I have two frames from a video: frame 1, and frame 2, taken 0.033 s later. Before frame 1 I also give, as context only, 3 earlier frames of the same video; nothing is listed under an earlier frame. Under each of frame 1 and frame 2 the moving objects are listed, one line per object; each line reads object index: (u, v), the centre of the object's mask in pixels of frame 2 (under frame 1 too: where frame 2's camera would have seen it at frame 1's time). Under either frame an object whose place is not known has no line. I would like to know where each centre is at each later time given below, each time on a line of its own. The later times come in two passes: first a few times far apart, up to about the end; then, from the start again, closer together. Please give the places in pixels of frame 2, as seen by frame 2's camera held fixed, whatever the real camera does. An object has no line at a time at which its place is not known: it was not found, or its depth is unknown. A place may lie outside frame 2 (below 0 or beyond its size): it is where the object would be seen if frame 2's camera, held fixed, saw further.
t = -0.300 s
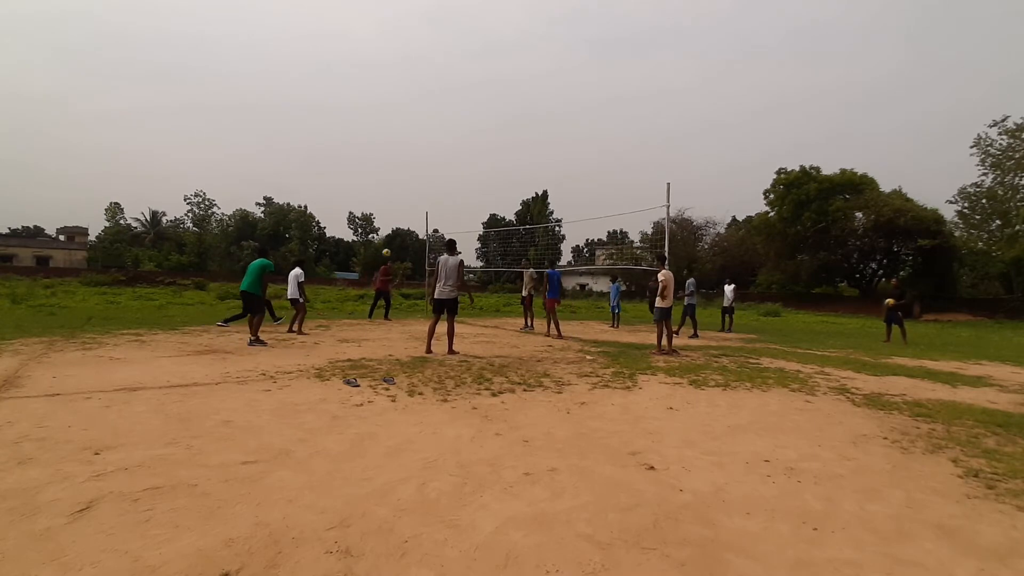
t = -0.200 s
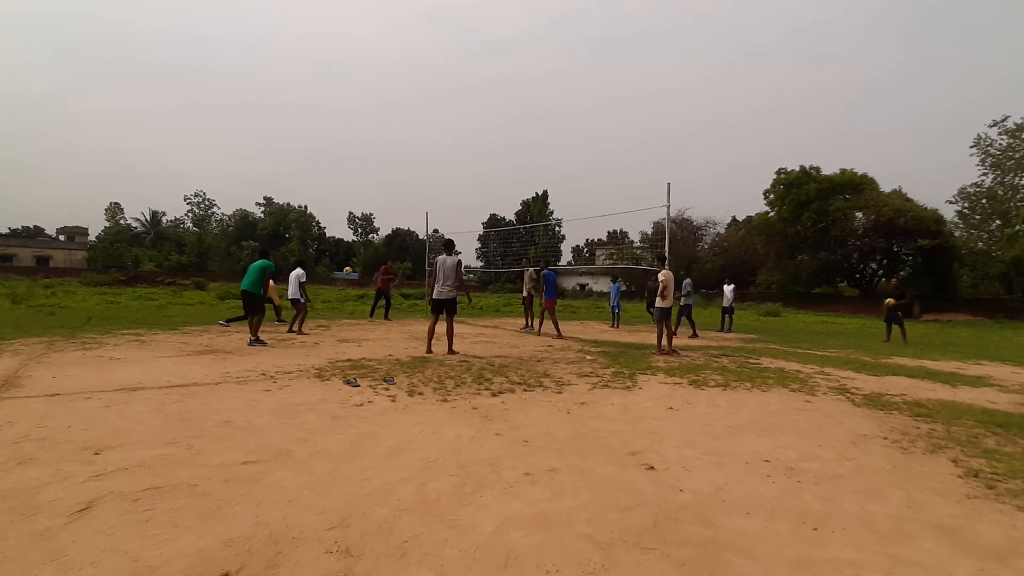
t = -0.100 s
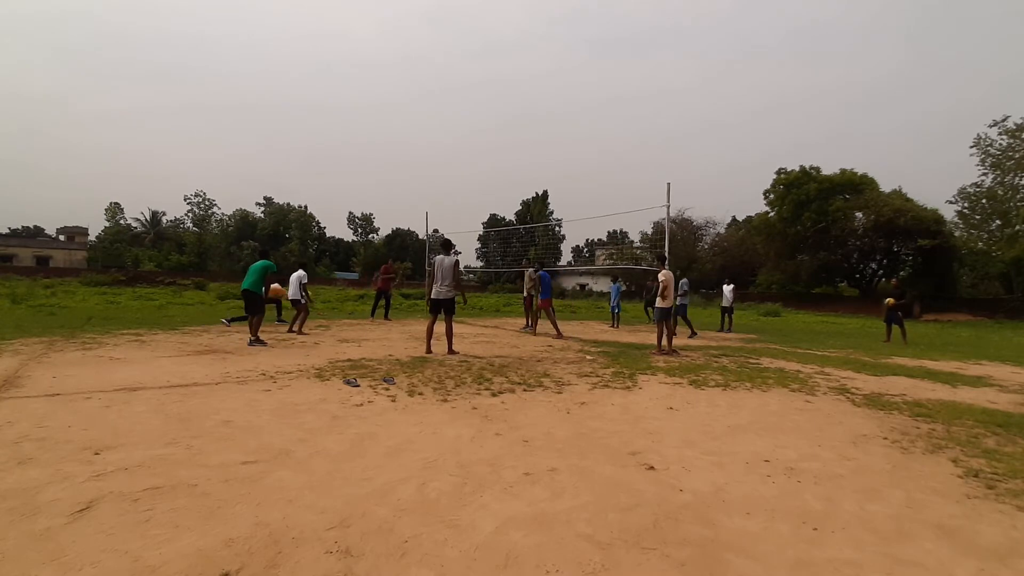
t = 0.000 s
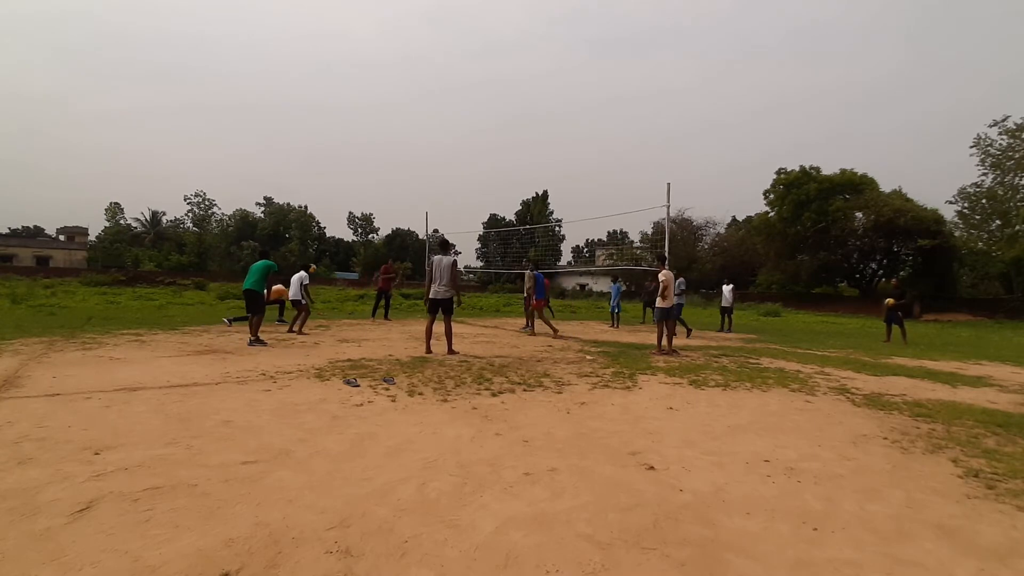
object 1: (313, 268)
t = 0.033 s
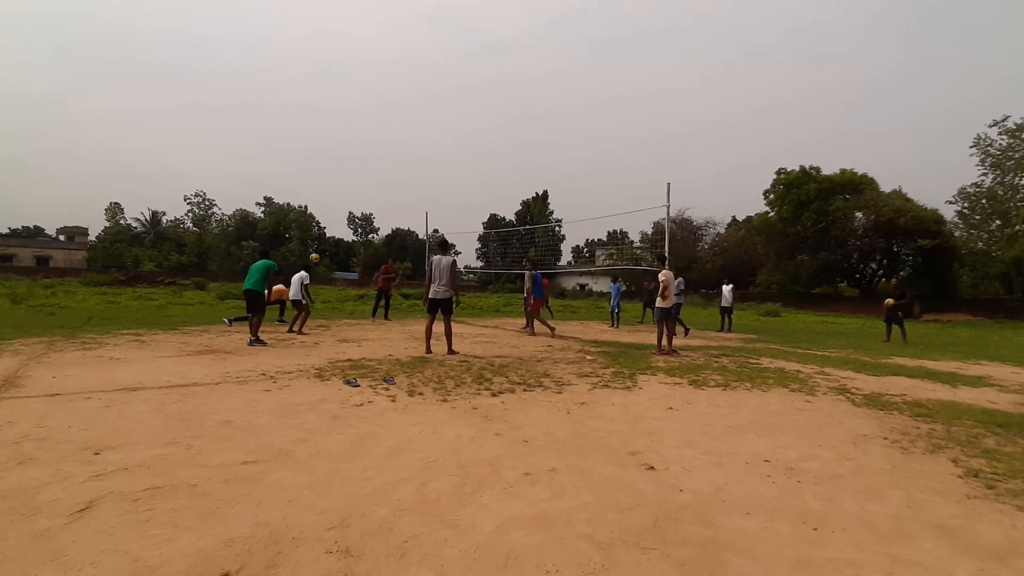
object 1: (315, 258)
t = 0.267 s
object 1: (336, 197)
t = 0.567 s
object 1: (361, 151)
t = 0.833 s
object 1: (383, 142)
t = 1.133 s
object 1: (409, 170)
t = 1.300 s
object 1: (423, 205)
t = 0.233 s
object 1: (333, 205)
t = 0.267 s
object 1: (336, 197)
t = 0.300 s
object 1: (338, 191)
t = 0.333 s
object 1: (341, 184)
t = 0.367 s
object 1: (344, 178)
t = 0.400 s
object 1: (347, 172)
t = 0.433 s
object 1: (350, 167)
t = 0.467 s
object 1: (352, 162)
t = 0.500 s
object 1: (355, 158)
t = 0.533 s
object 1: (359, 155)
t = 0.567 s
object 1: (361, 151)
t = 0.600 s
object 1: (364, 148)
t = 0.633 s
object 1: (367, 146)
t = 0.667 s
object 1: (369, 144)
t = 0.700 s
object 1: (372, 143)
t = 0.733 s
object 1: (375, 142)
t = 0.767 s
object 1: (378, 141)
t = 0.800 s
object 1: (381, 141)
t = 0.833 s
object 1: (383, 142)
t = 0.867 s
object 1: (387, 143)
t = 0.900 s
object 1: (389, 144)
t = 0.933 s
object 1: (392, 146)
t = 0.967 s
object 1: (395, 149)
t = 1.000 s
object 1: (398, 152)
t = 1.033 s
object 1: (400, 156)
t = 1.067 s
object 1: (403, 160)
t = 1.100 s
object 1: (406, 165)
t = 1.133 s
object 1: (409, 170)
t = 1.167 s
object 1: (411, 176)
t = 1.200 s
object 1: (414, 182)
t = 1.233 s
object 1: (417, 189)
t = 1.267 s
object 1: (420, 197)
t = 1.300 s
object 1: (423, 205)
